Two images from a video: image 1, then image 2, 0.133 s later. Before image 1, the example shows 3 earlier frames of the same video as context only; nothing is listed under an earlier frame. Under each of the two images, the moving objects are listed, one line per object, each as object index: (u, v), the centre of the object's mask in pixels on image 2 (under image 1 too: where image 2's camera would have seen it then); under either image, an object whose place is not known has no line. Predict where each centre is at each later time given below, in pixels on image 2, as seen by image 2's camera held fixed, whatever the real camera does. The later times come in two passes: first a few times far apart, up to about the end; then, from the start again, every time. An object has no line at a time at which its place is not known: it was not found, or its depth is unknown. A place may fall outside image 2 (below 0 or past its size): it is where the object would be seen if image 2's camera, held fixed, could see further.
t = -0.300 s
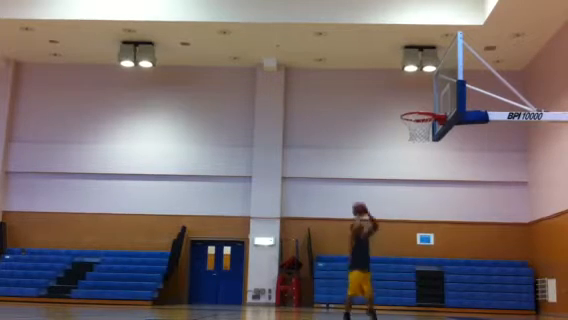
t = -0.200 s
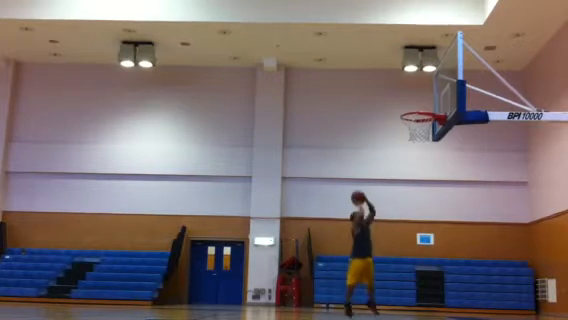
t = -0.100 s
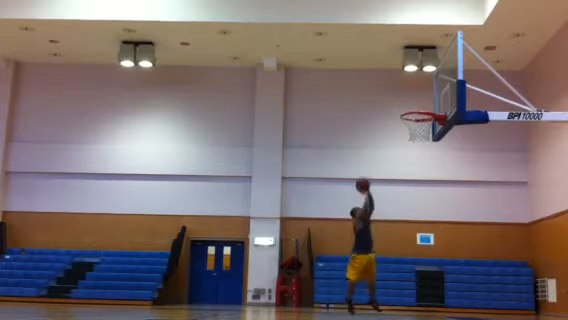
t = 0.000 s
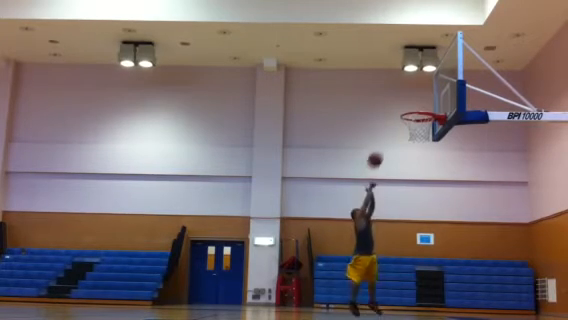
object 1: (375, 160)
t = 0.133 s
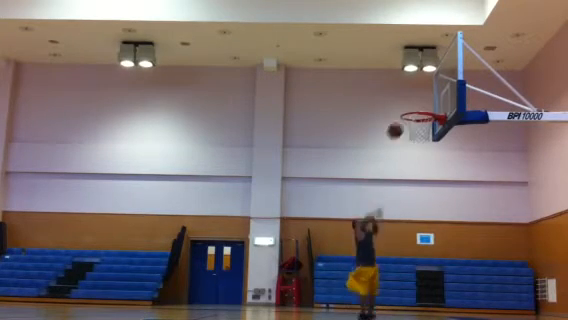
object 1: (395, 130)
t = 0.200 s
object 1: (404, 120)
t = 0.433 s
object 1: (427, 102)
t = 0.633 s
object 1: (416, 119)
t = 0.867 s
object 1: (424, 136)
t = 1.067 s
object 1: (420, 168)
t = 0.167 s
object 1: (399, 125)
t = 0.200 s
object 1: (404, 120)
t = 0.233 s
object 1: (409, 114)
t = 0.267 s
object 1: (415, 109)
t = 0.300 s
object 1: (421, 106)
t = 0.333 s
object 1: (427, 104)
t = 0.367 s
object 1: (432, 102)
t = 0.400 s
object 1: (431, 102)
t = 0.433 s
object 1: (427, 102)
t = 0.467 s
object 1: (423, 104)
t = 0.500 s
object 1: (420, 105)
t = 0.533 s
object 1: (416, 106)
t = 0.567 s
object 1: (410, 112)
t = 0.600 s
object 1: (411, 115)
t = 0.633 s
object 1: (416, 119)
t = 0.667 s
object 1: (420, 122)
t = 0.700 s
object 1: (423, 125)
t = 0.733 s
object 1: (424, 127)
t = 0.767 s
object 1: (424, 129)
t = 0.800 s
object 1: (423, 131)
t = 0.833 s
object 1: (424, 133)
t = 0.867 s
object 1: (424, 136)
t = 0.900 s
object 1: (423, 139)
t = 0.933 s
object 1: (423, 144)
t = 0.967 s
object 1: (422, 148)
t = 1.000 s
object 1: (422, 154)
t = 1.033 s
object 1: (421, 160)
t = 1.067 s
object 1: (420, 168)
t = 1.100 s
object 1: (419, 177)
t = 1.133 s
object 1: (419, 185)
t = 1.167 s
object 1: (418, 196)
